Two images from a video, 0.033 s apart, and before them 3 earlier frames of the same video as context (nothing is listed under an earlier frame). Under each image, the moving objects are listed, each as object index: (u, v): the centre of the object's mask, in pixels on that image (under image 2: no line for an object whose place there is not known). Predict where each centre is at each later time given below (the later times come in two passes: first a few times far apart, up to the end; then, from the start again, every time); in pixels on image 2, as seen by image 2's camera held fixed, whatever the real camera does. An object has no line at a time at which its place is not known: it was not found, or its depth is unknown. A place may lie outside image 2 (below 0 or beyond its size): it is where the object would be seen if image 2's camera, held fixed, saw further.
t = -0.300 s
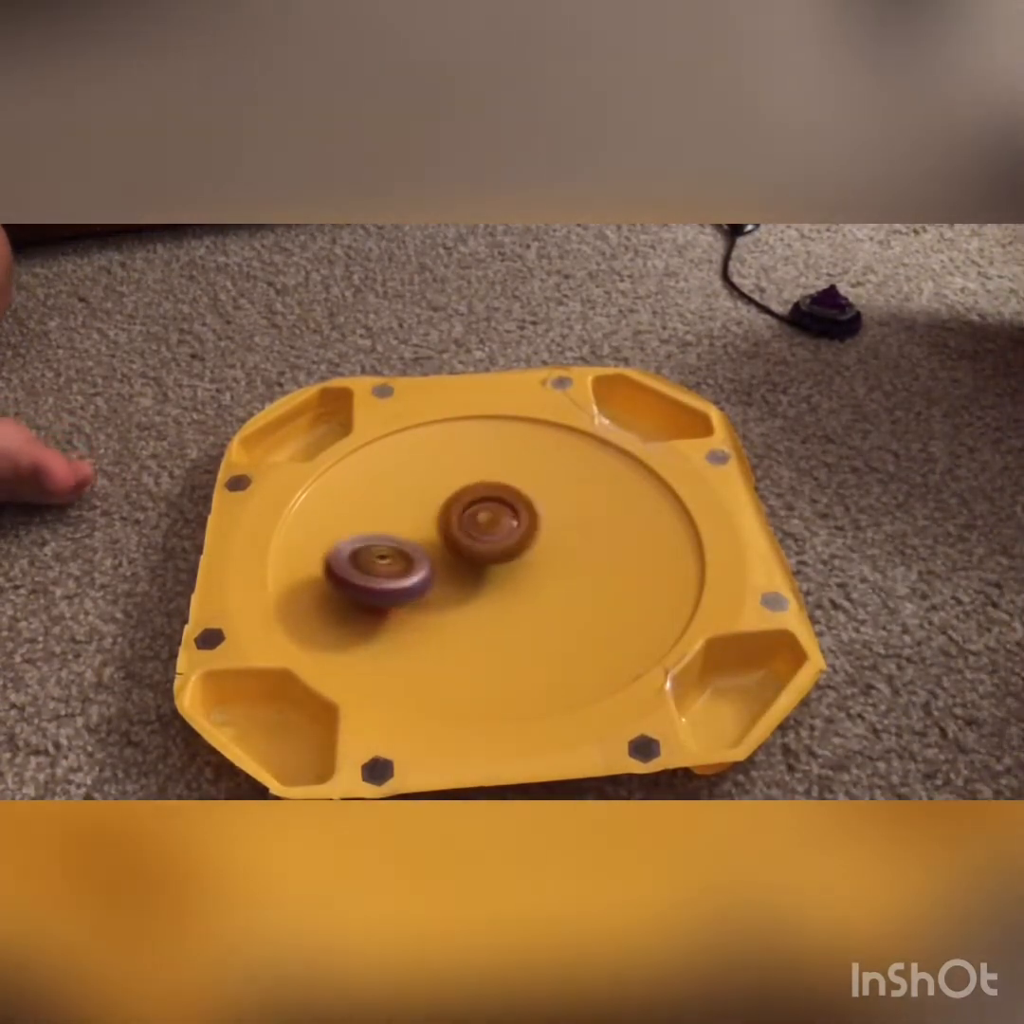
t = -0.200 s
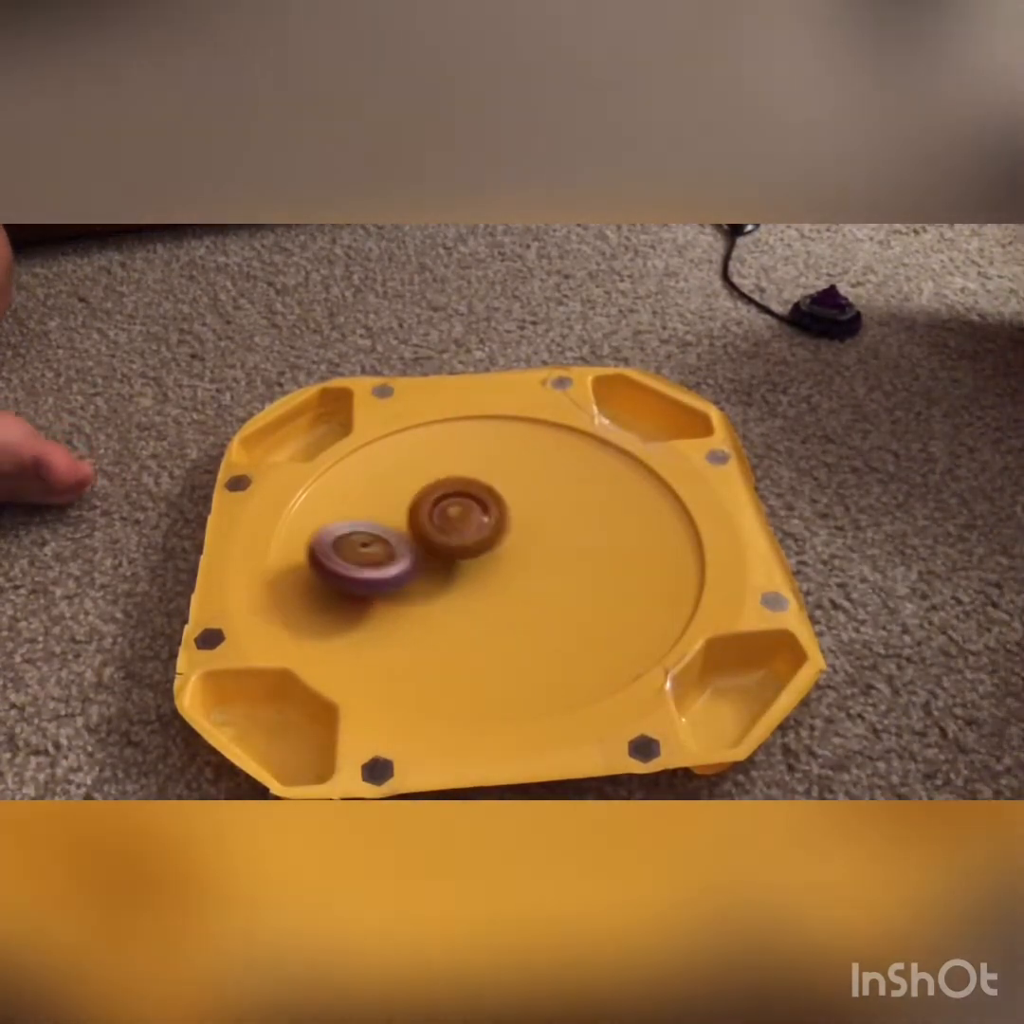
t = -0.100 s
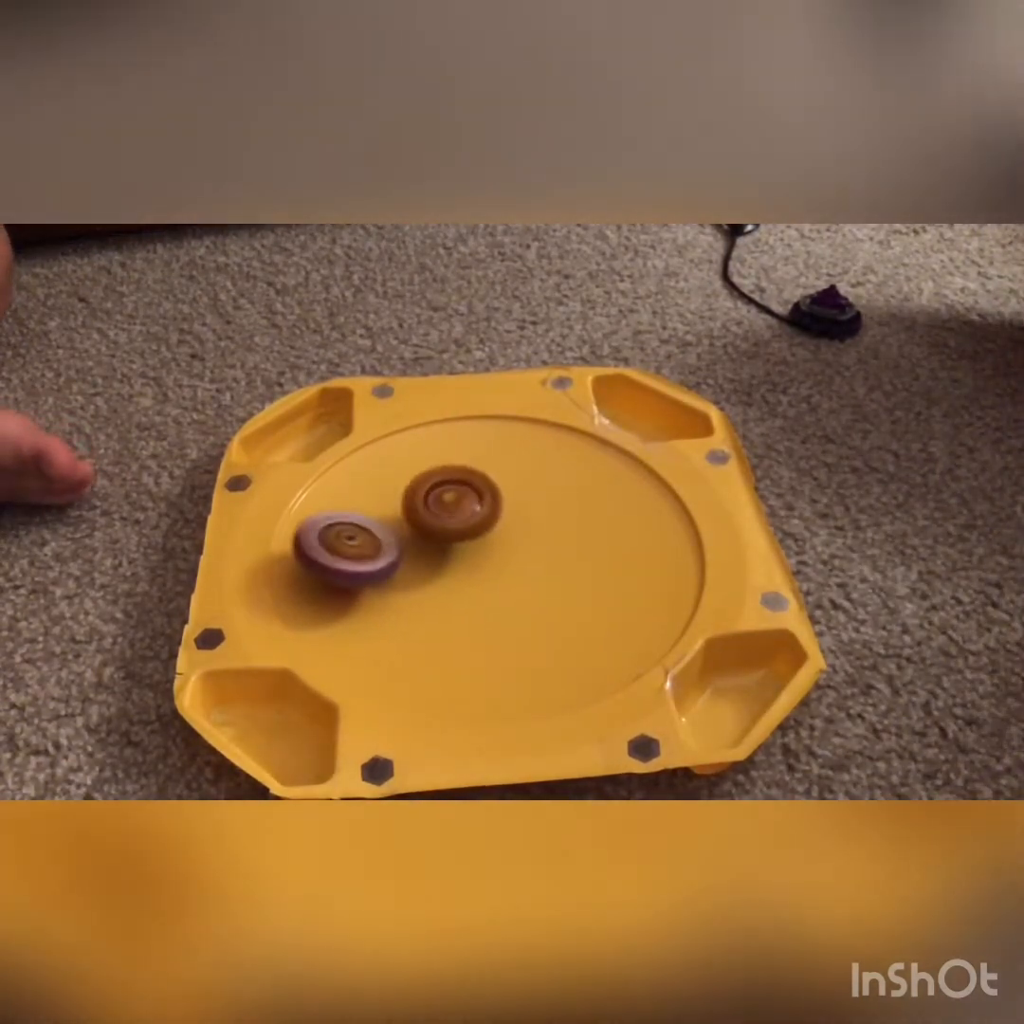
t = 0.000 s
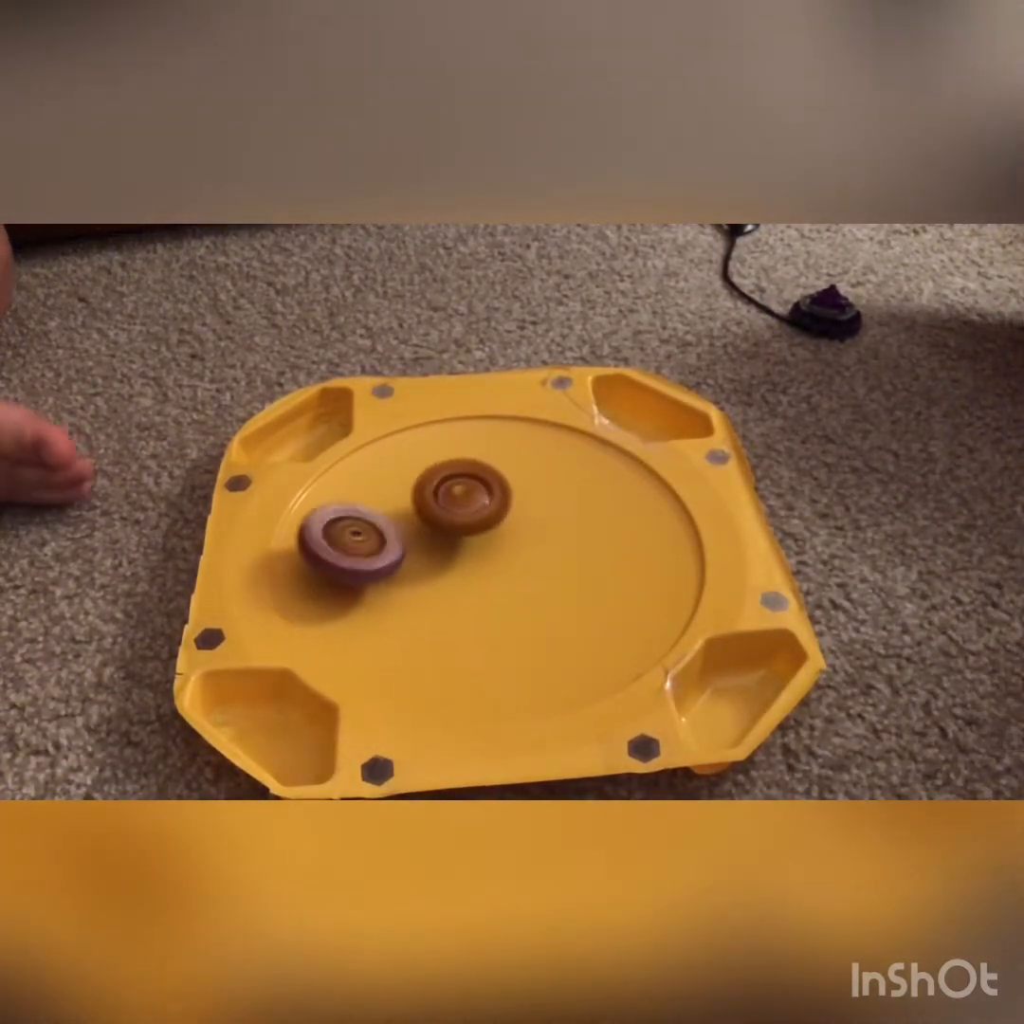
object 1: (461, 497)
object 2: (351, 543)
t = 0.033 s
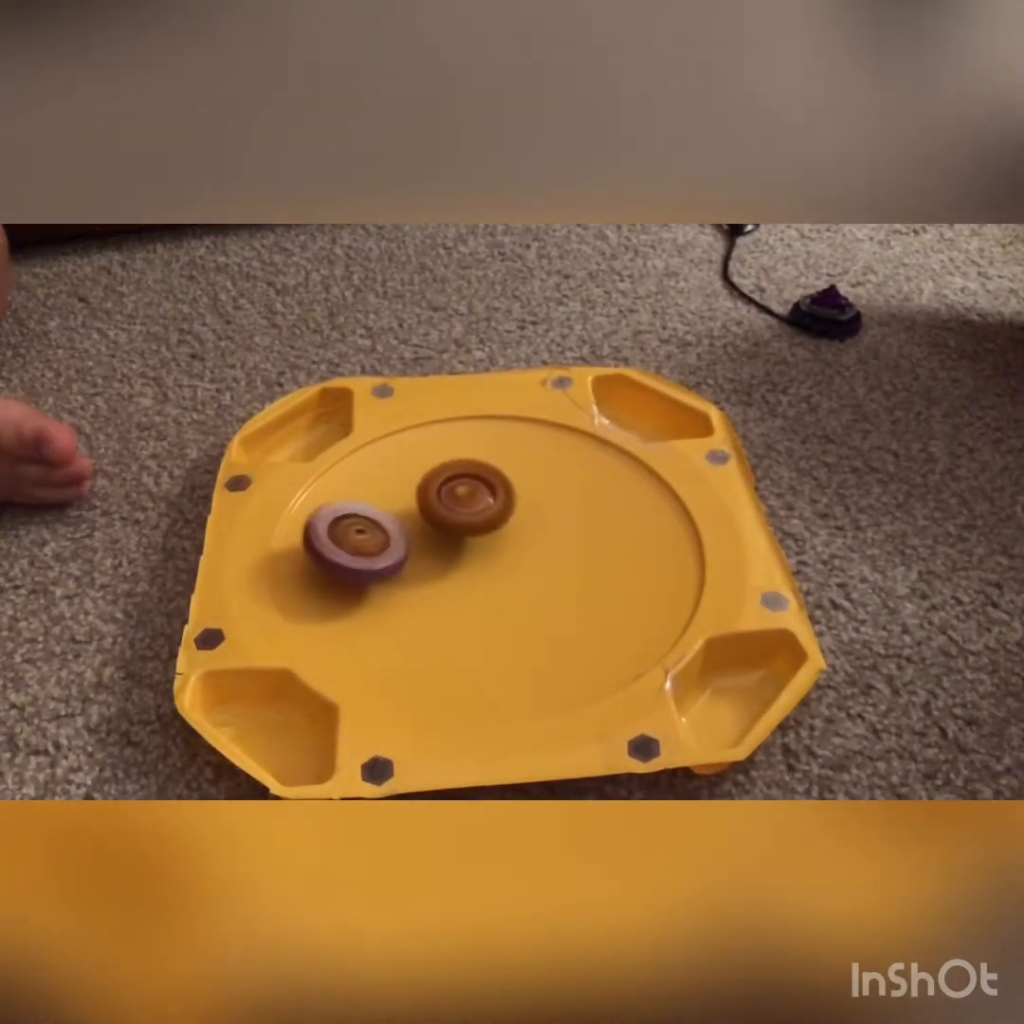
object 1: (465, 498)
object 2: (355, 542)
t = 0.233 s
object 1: (502, 515)
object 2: (389, 531)
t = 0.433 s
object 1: (544, 546)
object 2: (444, 517)
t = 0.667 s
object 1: (520, 580)
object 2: (532, 488)
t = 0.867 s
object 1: (472, 566)
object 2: (558, 482)
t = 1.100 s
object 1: (458, 522)
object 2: (558, 504)
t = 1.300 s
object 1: (442, 501)
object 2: (548, 532)
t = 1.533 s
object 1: (456, 510)
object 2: (503, 582)
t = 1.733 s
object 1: (469, 531)
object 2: (469, 611)
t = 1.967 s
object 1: (502, 527)
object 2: (430, 626)
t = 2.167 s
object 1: (520, 539)
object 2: (430, 601)
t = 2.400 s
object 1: (552, 533)
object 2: (403, 538)
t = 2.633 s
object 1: (562, 528)
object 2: (408, 492)
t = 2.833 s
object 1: (525, 526)
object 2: (434, 488)
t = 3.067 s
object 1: (523, 556)
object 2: (471, 491)
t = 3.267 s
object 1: (524, 588)
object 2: (524, 506)
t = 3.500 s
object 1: (538, 611)
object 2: (563, 536)
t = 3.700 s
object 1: (494, 638)
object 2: (595, 511)
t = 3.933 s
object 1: (438, 618)
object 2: (571, 514)
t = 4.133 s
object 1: (408, 589)
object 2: (502, 533)
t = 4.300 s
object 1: (392, 592)
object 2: (476, 522)
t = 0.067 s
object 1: (470, 498)
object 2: (361, 540)
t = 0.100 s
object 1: (475, 501)
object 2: (368, 538)
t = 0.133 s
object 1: (480, 505)
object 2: (375, 537)
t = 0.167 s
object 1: (483, 509)
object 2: (382, 535)
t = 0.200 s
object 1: (492, 511)
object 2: (385, 533)
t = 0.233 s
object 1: (502, 515)
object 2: (389, 531)
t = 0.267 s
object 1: (512, 518)
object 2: (394, 528)
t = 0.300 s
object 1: (520, 523)
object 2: (401, 527)
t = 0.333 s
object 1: (528, 528)
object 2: (410, 525)
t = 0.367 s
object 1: (535, 533)
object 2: (419, 523)
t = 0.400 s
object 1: (541, 540)
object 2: (431, 520)
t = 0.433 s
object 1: (544, 546)
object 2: (444, 517)
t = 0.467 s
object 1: (547, 552)
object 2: (457, 513)
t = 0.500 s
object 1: (548, 560)
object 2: (469, 509)
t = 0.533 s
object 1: (545, 566)
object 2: (484, 505)
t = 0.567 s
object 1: (541, 571)
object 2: (497, 500)
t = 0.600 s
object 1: (535, 576)
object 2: (509, 496)
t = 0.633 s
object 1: (526, 579)
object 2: (521, 492)
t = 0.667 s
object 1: (520, 580)
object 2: (532, 488)
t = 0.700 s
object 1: (511, 581)
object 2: (539, 485)
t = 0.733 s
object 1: (500, 579)
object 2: (546, 483)
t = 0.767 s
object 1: (495, 576)
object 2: (551, 482)
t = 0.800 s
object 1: (485, 573)
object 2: (555, 482)
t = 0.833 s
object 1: (479, 569)
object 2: (558, 481)
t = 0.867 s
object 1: (472, 566)
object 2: (558, 482)
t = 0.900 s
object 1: (466, 559)
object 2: (559, 484)
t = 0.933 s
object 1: (462, 553)
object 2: (559, 487)
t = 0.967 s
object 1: (460, 547)
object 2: (560, 490)
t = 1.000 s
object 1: (457, 540)
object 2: (560, 492)
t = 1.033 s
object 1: (458, 533)
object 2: (560, 495)
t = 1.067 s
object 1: (458, 526)
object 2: (559, 499)
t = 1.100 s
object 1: (458, 522)
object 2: (558, 504)
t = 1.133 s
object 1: (455, 518)
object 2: (560, 507)
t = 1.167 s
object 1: (449, 512)
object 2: (561, 511)
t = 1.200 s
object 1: (446, 509)
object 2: (559, 514)
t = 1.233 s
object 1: (443, 505)
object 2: (557, 519)
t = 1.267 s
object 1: (443, 502)
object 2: (553, 524)
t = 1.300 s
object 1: (442, 501)
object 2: (548, 532)
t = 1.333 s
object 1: (444, 499)
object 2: (543, 538)
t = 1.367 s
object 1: (444, 500)
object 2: (537, 544)
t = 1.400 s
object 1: (446, 501)
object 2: (530, 553)
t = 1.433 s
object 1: (448, 503)
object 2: (523, 561)
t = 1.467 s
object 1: (451, 503)
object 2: (516, 567)
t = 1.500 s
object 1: (455, 507)
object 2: (509, 575)
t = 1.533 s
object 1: (456, 510)
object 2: (503, 582)
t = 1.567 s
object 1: (459, 512)
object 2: (496, 588)
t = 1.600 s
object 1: (461, 515)
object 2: (490, 596)
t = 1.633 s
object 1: (464, 519)
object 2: (485, 601)
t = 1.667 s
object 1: (466, 524)
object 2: (480, 605)
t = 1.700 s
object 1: (468, 528)
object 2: (474, 608)
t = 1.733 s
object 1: (469, 531)
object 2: (469, 611)
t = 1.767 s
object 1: (471, 530)
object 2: (461, 617)
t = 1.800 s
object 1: (477, 528)
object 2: (452, 623)
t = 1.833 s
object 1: (481, 527)
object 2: (445, 627)
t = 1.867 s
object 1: (487, 526)
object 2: (440, 627)
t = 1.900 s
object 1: (492, 526)
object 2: (436, 627)
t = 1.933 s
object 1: (497, 526)
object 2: (432, 626)
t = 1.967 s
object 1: (502, 527)
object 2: (430, 626)
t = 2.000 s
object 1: (508, 528)
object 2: (429, 623)
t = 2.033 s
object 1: (513, 530)
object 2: (429, 620)
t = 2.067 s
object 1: (515, 531)
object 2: (428, 616)
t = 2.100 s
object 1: (518, 533)
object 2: (429, 612)
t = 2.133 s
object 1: (518, 536)
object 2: (430, 607)
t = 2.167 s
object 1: (520, 539)
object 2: (430, 601)
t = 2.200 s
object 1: (518, 541)
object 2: (430, 592)
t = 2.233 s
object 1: (519, 541)
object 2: (429, 584)
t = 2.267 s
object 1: (523, 541)
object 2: (421, 576)
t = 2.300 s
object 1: (532, 538)
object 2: (414, 567)
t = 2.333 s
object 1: (539, 535)
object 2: (409, 557)
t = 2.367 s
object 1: (546, 533)
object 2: (406, 547)
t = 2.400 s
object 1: (552, 533)
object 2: (403, 538)
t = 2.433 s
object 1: (559, 530)
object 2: (401, 529)
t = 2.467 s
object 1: (563, 529)
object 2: (400, 521)
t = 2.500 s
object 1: (564, 529)
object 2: (400, 513)
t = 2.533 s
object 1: (566, 529)
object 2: (401, 507)
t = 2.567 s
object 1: (566, 528)
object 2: (402, 501)
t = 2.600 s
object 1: (566, 528)
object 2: (405, 496)
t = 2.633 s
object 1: (562, 528)
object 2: (408, 492)
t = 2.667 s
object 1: (558, 528)
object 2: (411, 491)
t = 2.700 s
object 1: (552, 527)
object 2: (415, 489)
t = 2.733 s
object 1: (546, 528)
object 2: (419, 488)
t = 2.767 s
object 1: (539, 527)
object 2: (423, 487)
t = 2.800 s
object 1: (531, 527)
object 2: (429, 488)
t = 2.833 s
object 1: (525, 526)
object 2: (434, 488)
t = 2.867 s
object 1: (524, 528)
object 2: (438, 487)
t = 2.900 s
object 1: (525, 530)
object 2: (441, 484)
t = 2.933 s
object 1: (525, 536)
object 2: (446, 483)
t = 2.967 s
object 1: (527, 541)
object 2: (451, 484)
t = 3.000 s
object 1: (526, 545)
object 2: (457, 486)
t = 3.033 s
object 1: (525, 550)
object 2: (464, 488)
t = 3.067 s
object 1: (523, 556)
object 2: (471, 491)
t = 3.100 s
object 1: (525, 562)
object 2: (481, 494)
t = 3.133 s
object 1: (524, 567)
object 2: (492, 495)
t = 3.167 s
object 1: (526, 575)
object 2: (501, 497)
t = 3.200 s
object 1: (530, 579)
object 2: (510, 499)
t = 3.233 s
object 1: (528, 581)
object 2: (517, 501)
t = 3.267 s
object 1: (524, 588)
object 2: (524, 506)
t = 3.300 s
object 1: (531, 595)
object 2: (532, 510)
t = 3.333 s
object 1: (533, 597)
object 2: (538, 514)
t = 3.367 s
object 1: (533, 601)
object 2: (545, 519)
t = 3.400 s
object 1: (537, 606)
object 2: (551, 523)
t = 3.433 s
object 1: (538, 609)
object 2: (556, 527)
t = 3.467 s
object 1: (539, 609)
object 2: (561, 532)
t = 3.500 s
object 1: (538, 611)
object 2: (563, 536)
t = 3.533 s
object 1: (530, 620)
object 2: (573, 535)
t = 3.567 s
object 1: (527, 627)
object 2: (583, 525)
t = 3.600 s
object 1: (521, 627)
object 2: (592, 516)
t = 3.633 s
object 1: (510, 630)
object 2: (595, 513)
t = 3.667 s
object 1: (500, 636)
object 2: (596, 511)
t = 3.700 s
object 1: (494, 638)
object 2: (595, 511)
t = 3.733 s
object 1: (483, 638)
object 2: (594, 510)
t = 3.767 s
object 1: (472, 639)
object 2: (591, 510)
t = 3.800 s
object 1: (467, 638)
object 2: (589, 511)
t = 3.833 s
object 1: (455, 633)
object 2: (585, 512)
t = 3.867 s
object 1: (448, 630)
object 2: (581, 513)
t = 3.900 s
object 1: (444, 625)
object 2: (577, 512)
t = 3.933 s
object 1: (438, 618)
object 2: (571, 514)
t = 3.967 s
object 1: (430, 613)
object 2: (563, 515)
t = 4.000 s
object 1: (427, 610)
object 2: (553, 519)
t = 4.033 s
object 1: (424, 604)
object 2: (542, 523)
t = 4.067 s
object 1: (420, 598)
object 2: (528, 527)
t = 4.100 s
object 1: (413, 592)
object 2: (517, 529)
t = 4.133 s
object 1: (408, 589)
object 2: (502, 533)
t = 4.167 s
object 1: (408, 585)
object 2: (492, 536)
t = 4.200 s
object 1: (399, 589)
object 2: (483, 536)
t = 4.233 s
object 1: (395, 595)
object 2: (480, 531)
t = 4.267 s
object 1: (393, 595)
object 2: (479, 525)
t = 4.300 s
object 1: (392, 592)
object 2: (476, 522)
